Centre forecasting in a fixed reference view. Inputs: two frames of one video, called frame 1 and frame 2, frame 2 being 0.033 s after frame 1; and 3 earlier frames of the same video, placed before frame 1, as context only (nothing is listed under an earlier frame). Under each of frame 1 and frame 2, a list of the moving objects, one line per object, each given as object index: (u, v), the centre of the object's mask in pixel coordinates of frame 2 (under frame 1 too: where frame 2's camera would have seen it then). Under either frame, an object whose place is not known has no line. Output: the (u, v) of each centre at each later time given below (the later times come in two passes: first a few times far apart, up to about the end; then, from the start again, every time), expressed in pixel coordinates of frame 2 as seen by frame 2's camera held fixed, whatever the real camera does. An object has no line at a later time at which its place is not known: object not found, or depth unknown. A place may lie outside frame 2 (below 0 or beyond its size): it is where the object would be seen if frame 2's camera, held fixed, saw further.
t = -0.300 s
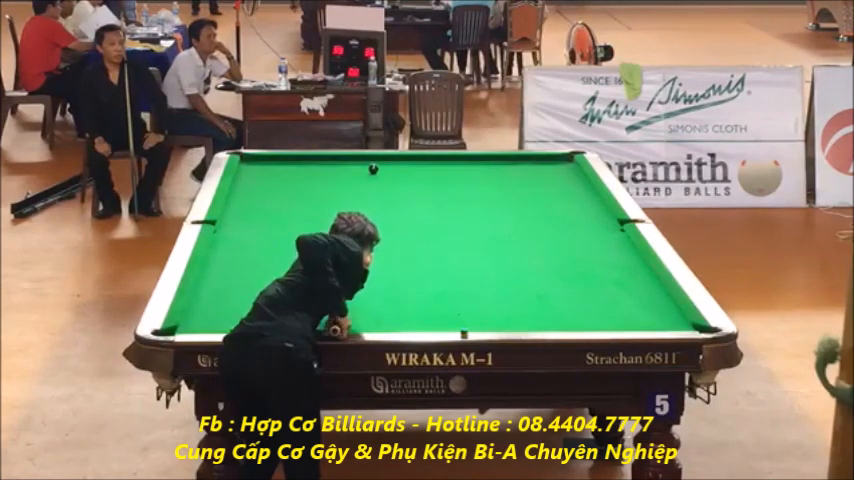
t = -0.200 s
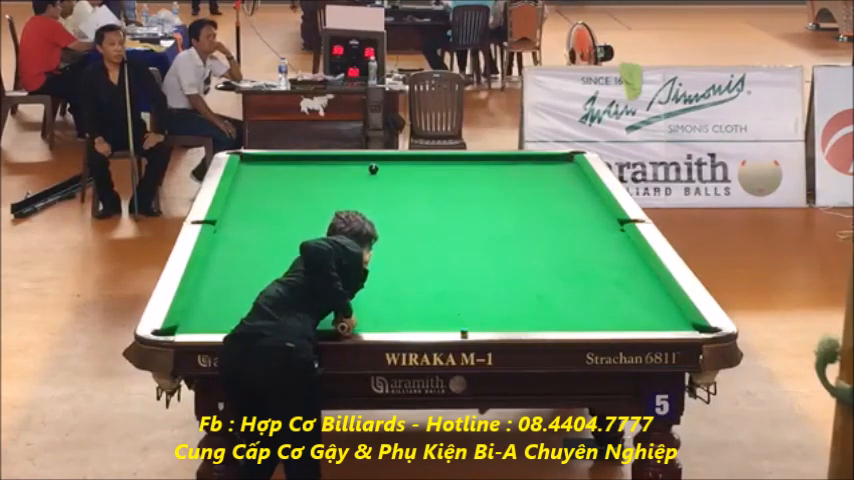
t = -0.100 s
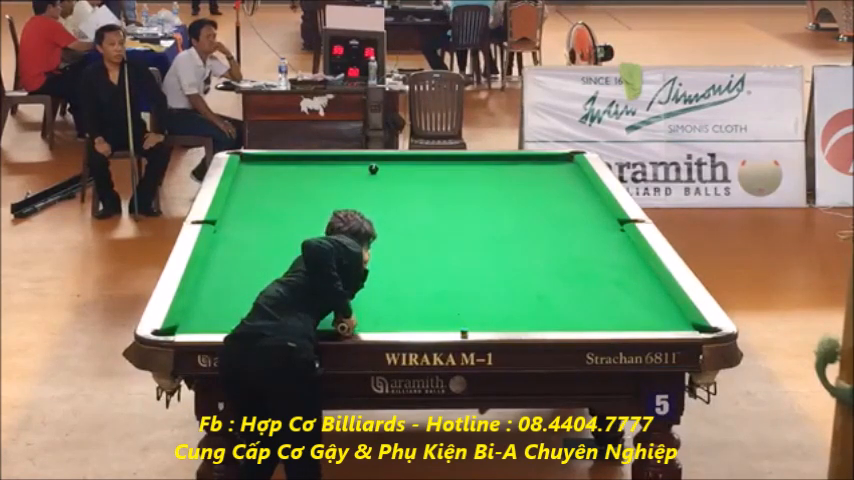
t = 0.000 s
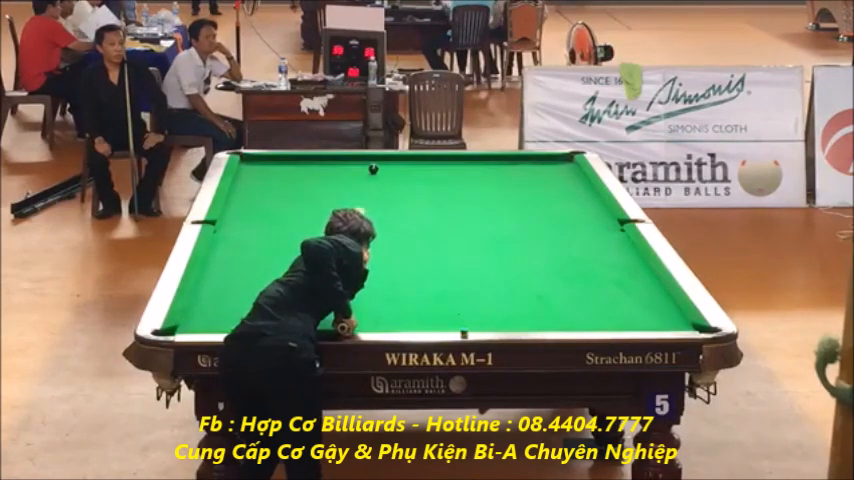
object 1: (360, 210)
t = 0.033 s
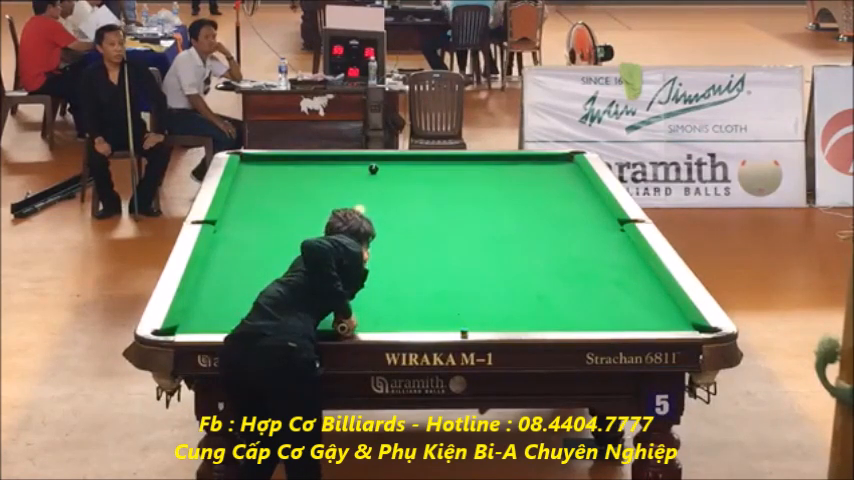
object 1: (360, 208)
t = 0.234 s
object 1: (361, 194)
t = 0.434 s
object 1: (364, 181)
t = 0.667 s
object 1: (357, 167)
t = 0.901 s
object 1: (332, 160)
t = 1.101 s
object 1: (313, 159)
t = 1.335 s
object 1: (295, 163)
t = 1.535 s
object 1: (279, 168)
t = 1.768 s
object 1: (261, 173)
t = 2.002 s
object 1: (243, 178)
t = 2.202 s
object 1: (243, 182)
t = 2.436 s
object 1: (251, 185)
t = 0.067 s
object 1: (360, 206)
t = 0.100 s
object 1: (360, 204)
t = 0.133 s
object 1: (361, 202)
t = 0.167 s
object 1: (361, 200)
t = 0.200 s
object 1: (361, 197)
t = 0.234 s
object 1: (361, 194)
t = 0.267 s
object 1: (362, 192)
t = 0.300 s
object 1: (362, 190)
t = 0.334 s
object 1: (363, 187)
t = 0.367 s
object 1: (363, 185)
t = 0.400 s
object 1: (364, 183)
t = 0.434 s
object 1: (364, 181)
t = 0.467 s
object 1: (364, 178)
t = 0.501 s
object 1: (365, 176)
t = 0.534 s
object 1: (365, 175)
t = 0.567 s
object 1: (365, 172)
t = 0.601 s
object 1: (366, 170)
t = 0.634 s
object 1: (362, 169)
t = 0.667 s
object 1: (357, 167)
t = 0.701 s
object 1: (353, 166)
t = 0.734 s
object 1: (349, 166)
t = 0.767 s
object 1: (346, 165)
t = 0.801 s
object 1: (342, 163)
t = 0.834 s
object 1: (339, 162)
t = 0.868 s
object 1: (335, 161)
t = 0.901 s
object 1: (332, 160)
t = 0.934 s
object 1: (328, 159)
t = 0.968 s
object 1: (324, 158)
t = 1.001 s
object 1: (321, 157)
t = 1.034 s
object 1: (318, 157)
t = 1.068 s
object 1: (315, 158)
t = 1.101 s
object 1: (313, 159)
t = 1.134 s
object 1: (310, 159)
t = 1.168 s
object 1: (308, 160)
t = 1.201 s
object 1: (305, 161)
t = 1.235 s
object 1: (303, 161)
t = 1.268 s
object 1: (300, 162)
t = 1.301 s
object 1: (298, 163)
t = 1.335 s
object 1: (295, 163)
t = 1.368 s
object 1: (293, 164)
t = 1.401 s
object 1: (290, 165)
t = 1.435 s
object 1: (287, 166)
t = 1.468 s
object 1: (285, 166)
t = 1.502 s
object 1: (282, 167)
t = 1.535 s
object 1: (279, 168)
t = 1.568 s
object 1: (277, 169)
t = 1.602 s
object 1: (274, 170)
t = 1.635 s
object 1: (271, 170)
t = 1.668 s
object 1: (269, 170)
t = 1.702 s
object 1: (266, 171)
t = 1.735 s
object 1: (264, 172)
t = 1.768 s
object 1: (261, 173)
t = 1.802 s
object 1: (258, 174)
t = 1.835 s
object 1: (256, 175)
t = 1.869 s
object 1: (253, 175)
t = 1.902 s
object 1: (251, 176)
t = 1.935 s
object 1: (248, 177)
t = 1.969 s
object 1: (245, 177)
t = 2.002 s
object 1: (243, 178)
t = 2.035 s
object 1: (240, 179)
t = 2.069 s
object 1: (238, 179)
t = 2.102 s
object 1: (239, 180)
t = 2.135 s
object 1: (240, 180)
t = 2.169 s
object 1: (241, 181)
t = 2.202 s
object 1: (243, 182)
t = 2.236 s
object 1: (243, 182)
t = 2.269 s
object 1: (245, 182)
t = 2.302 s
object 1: (246, 183)
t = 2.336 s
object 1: (247, 183)
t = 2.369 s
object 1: (248, 184)
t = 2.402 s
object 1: (250, 185)
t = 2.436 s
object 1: (251, 185)
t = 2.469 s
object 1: (252, 185)
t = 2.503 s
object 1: (253, 186)
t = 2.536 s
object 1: (254, 186)
